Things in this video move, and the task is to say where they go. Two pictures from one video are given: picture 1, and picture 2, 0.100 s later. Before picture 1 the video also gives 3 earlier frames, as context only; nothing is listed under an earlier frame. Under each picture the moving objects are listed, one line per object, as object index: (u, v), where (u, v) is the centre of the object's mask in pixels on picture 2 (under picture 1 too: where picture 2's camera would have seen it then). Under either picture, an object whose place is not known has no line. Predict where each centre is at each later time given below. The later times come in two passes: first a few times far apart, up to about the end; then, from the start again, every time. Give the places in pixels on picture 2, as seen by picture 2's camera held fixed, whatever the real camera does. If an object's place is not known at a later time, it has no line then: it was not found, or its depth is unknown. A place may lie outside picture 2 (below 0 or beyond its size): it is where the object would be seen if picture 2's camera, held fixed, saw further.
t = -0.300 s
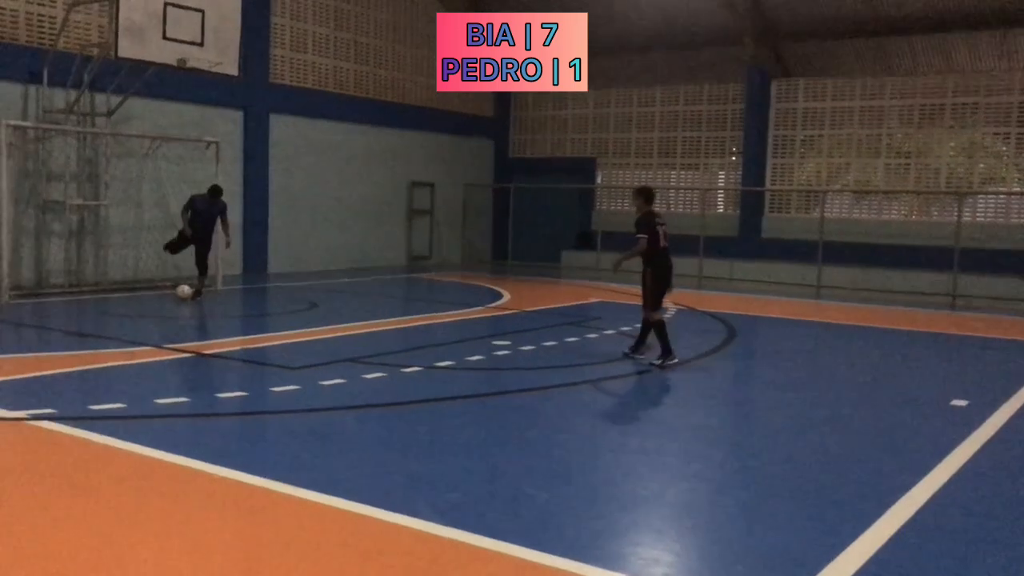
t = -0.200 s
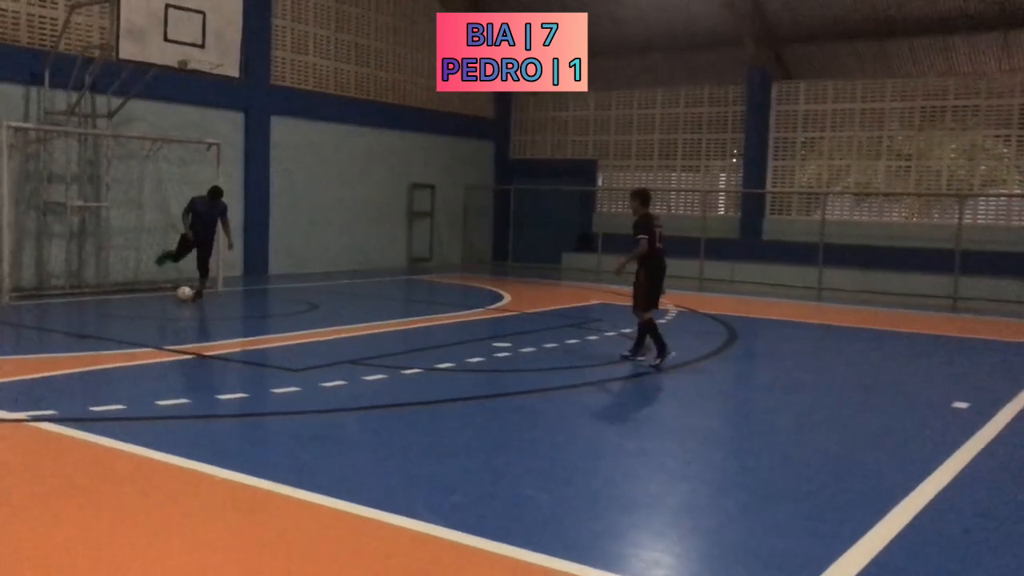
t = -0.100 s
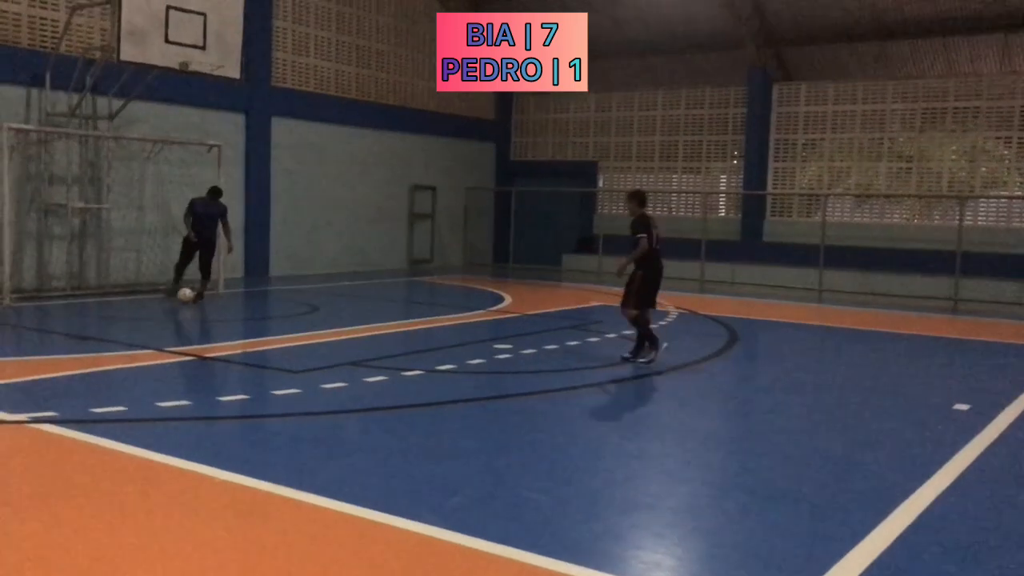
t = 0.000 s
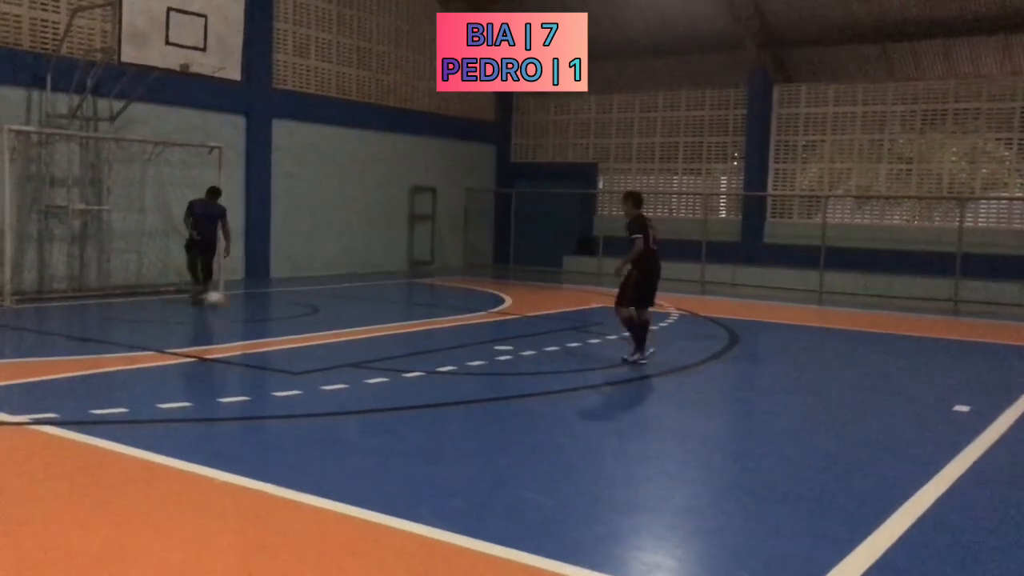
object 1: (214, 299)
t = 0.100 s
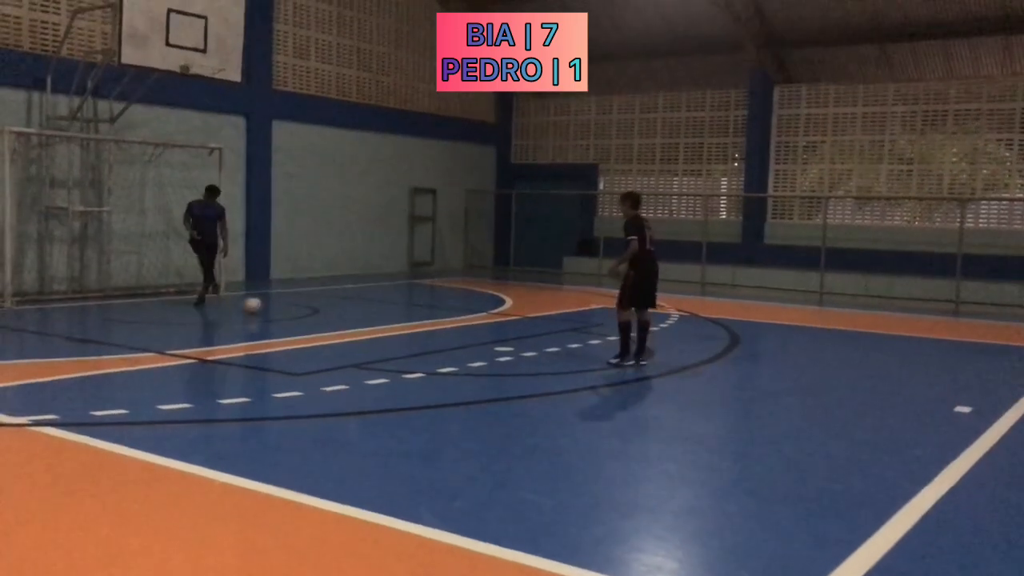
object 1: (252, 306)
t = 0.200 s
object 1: (291, 310)
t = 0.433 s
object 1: (375, 319)
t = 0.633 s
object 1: (445, 325)
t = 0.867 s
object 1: (528, 335)
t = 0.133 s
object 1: (266, 307)
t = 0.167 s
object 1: (278, 309)
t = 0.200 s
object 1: (291, 310)
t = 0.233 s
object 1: (303, 311)
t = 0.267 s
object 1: (315, 312)
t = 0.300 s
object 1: (327, 314)
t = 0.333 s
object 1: (339, 315)
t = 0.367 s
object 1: (352, 317)
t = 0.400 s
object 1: (364, 318)
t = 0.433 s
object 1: (375, 319)
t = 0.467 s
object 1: (386, 320)
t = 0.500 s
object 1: (398, 321)
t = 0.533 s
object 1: (410, 323)
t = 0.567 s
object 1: (421, 325)
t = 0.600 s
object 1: (432, 325)
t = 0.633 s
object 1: (445, 325)
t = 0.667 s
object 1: (457, 330)
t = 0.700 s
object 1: (468, 330)
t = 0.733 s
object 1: (479, 329)
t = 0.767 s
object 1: (491, 328)
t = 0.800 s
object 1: (504, 328)
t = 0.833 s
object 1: (516, 330)
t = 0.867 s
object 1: (528, 335)
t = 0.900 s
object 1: (540, 337)
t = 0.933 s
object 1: (553, 338)
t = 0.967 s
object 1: (566, 340)
